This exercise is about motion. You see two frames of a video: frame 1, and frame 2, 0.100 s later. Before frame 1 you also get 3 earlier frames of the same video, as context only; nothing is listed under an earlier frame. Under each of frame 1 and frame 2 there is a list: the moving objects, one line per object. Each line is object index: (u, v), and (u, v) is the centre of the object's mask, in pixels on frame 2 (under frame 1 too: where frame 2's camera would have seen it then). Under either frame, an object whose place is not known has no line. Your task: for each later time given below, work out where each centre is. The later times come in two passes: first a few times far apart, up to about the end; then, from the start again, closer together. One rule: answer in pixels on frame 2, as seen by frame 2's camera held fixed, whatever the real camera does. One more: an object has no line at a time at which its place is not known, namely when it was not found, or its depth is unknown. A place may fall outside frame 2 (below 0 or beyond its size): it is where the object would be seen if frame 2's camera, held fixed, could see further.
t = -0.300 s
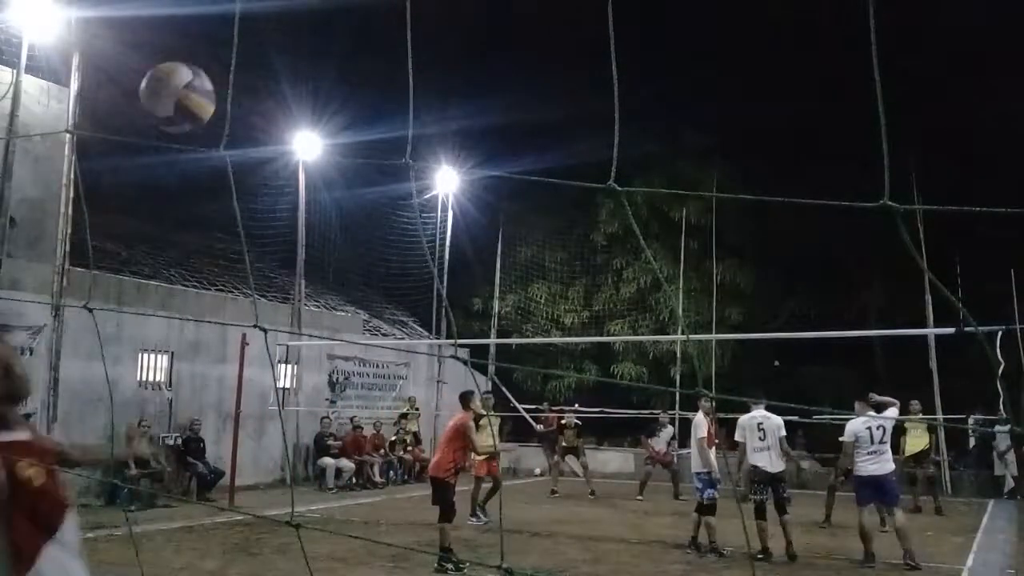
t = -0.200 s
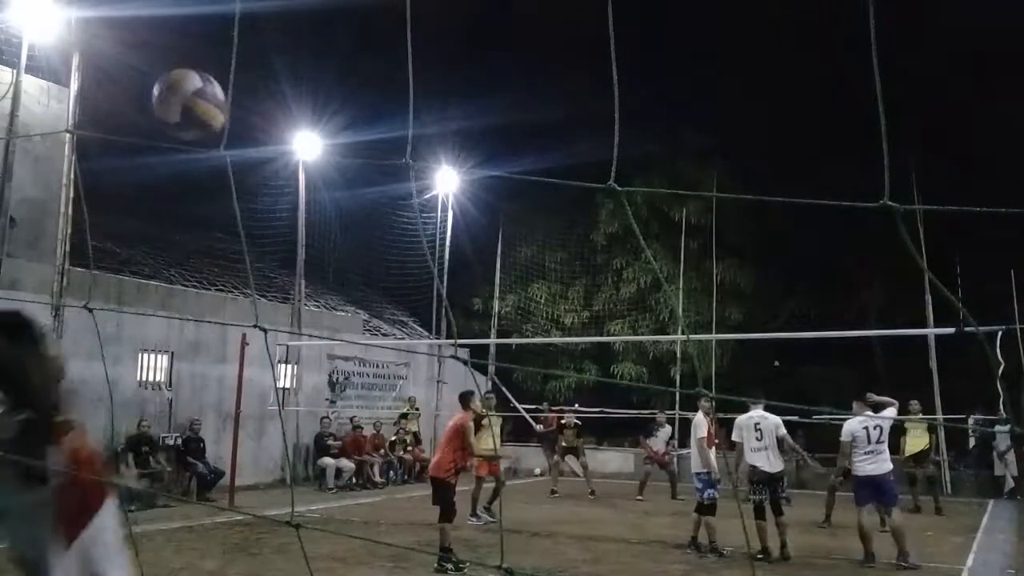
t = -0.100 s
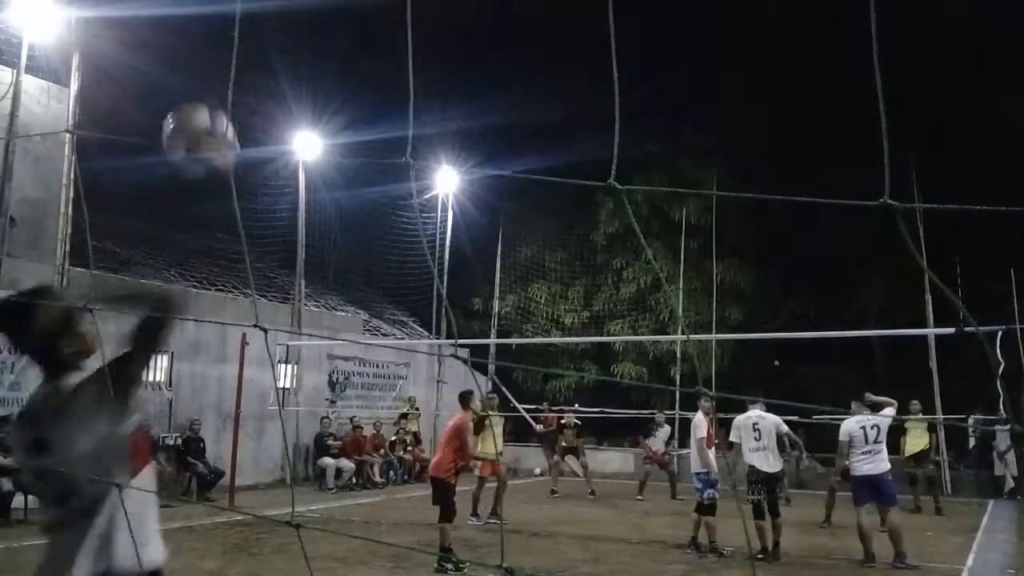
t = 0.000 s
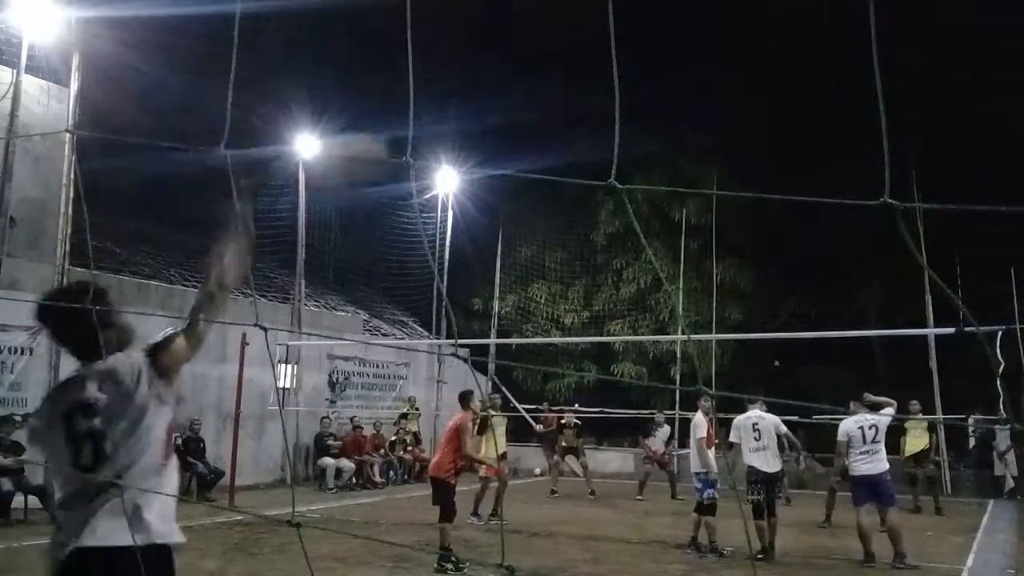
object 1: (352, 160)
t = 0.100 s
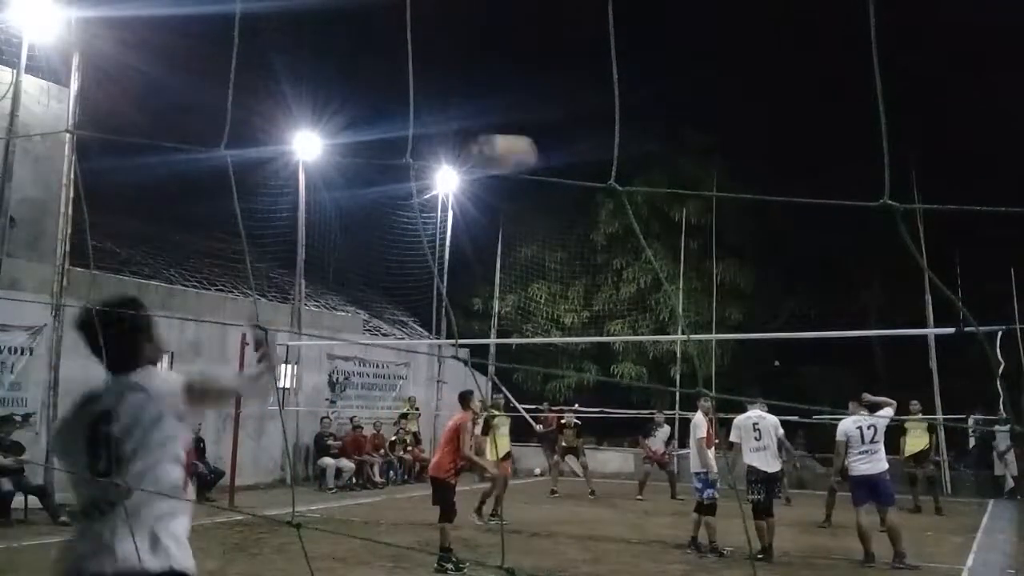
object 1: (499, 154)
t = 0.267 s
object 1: (639, 173)
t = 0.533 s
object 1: (731, 237)
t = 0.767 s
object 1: (771, 303)
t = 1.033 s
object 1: (796, 390)
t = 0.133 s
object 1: (538, 154)
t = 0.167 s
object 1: (569, 158)
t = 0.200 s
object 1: (596, 163)
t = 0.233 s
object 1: (619, 168)
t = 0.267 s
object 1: (639, 173)
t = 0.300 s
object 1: (656, 180)
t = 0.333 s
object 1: (672, 189)
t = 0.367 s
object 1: (686, 195)
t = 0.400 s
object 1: (697, 204)
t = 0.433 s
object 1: (707, 211)
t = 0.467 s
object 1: (716, 220)
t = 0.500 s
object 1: (724, 229)
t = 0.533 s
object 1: (731, 237)
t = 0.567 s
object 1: (738, 245)
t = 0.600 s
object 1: (744, 254)
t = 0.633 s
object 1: (750, 264)
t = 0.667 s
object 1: (756, 273)
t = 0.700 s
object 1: (761, 283)
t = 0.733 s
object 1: (766, 293)
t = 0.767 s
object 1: (771, 303)
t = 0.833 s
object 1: (779, 323)
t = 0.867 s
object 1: (783, 335)
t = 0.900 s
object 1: (786, 347)
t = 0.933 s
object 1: (789, 357)
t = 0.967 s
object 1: (791, 368)
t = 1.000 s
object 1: (794, 379)
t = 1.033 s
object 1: (796, 390)
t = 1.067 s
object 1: (798, 399)
